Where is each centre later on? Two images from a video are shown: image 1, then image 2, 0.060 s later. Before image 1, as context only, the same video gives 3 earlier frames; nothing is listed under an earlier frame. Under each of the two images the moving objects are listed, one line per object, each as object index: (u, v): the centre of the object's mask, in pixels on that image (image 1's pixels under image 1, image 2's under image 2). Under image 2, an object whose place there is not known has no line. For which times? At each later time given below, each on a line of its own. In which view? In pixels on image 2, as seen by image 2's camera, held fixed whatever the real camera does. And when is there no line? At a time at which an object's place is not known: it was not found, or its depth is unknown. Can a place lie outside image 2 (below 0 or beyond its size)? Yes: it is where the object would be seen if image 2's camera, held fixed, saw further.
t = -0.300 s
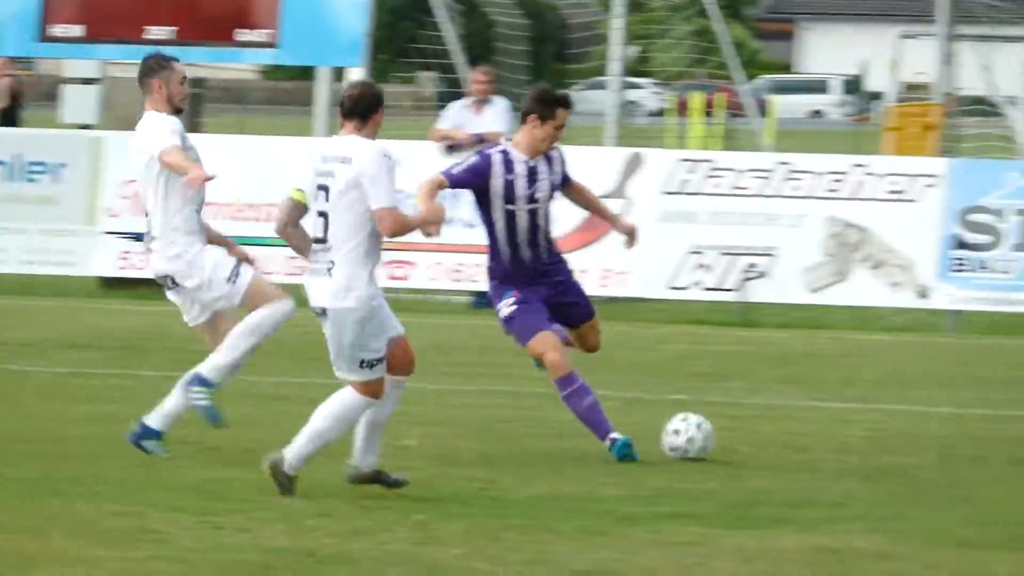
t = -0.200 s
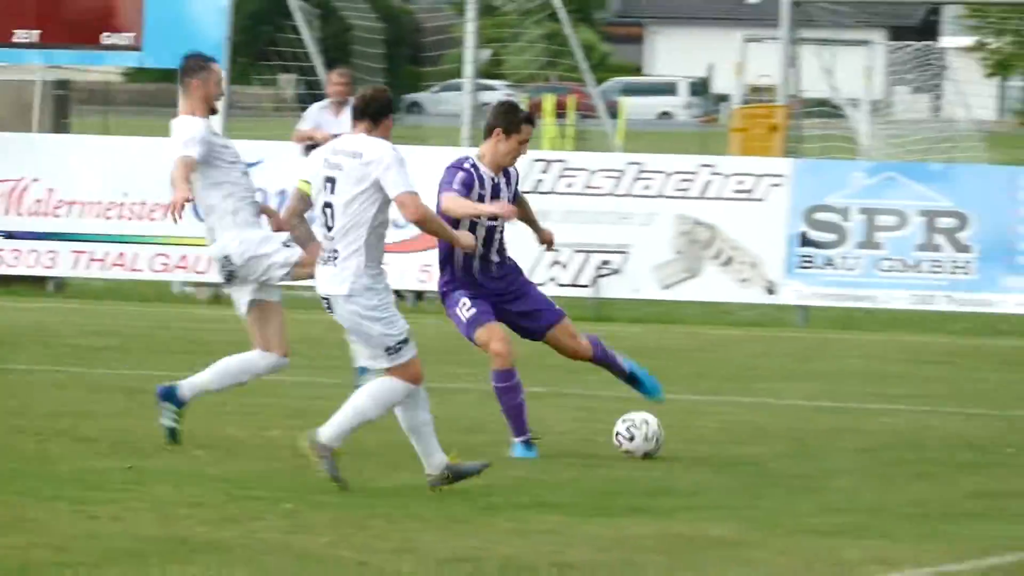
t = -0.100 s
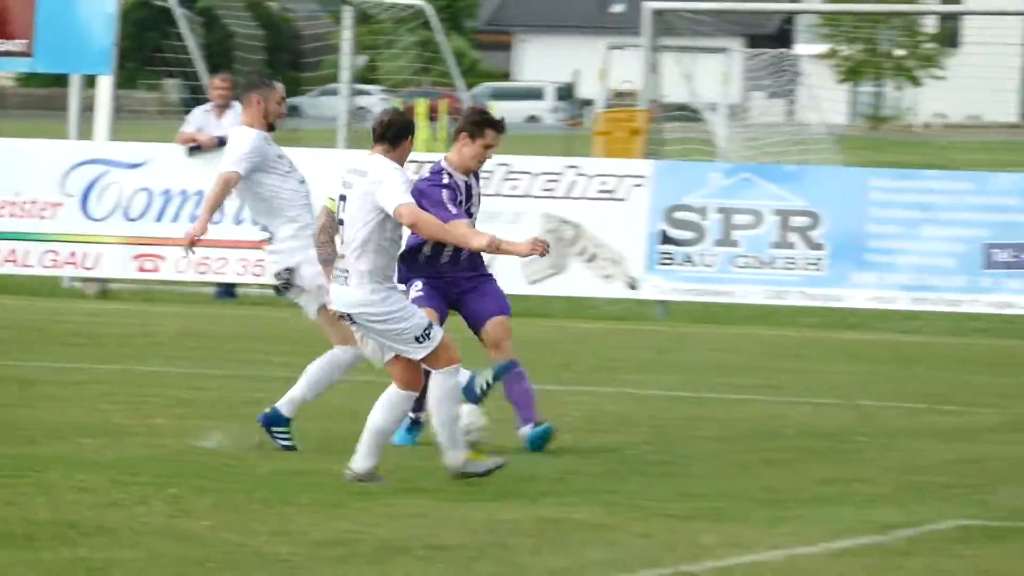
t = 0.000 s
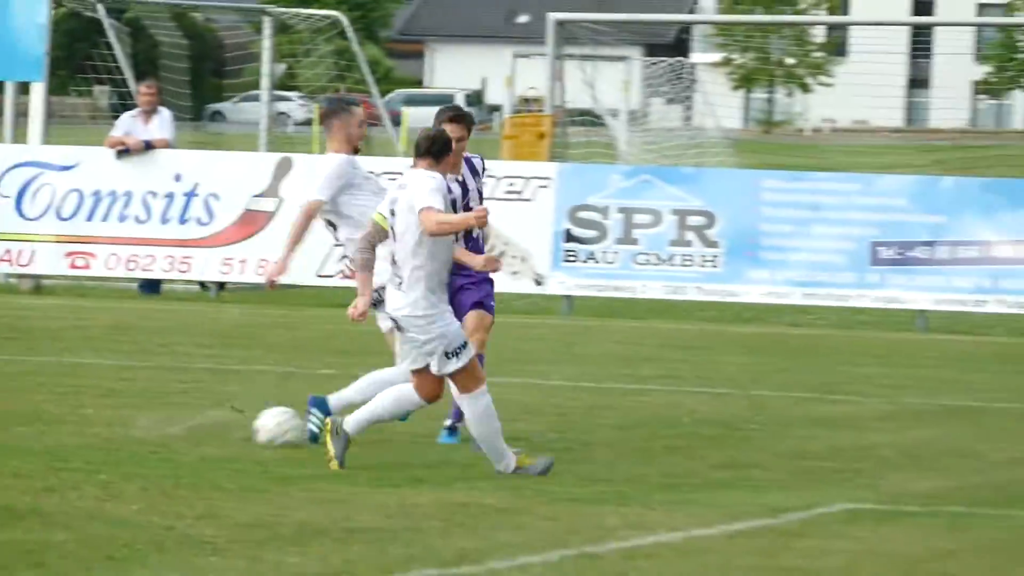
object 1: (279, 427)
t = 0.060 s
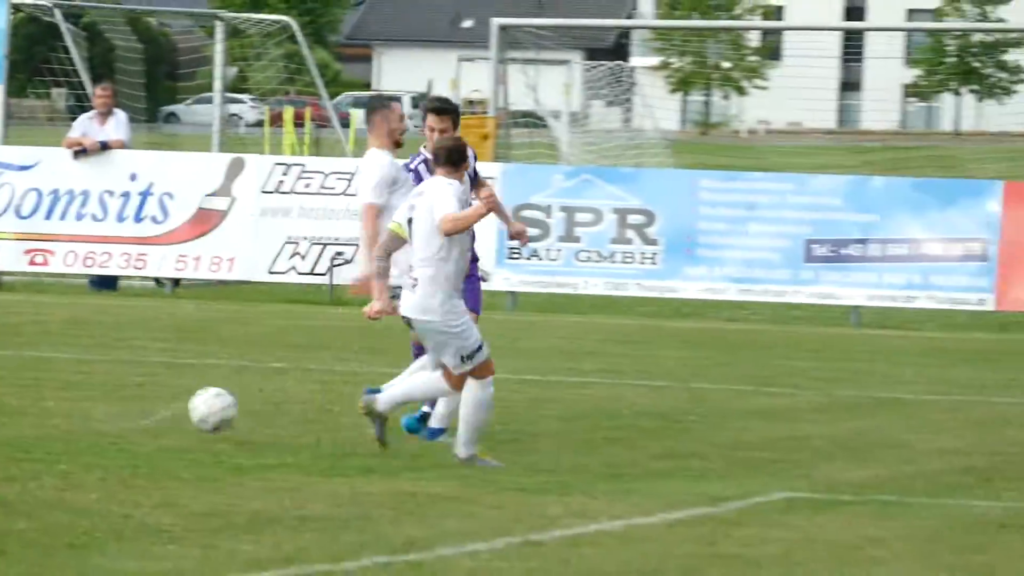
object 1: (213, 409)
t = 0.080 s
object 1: (206, 407)
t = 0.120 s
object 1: (196, 406)
